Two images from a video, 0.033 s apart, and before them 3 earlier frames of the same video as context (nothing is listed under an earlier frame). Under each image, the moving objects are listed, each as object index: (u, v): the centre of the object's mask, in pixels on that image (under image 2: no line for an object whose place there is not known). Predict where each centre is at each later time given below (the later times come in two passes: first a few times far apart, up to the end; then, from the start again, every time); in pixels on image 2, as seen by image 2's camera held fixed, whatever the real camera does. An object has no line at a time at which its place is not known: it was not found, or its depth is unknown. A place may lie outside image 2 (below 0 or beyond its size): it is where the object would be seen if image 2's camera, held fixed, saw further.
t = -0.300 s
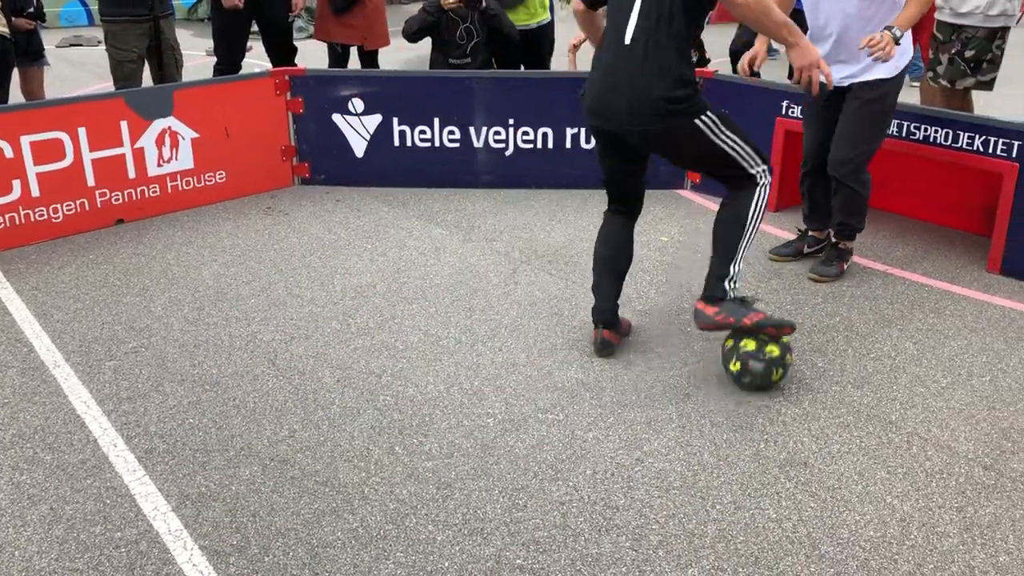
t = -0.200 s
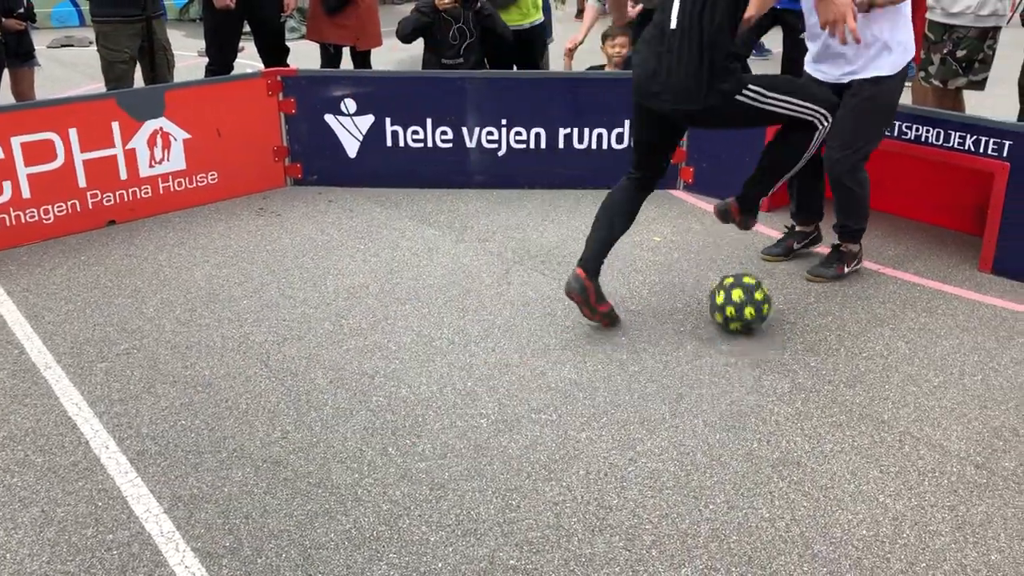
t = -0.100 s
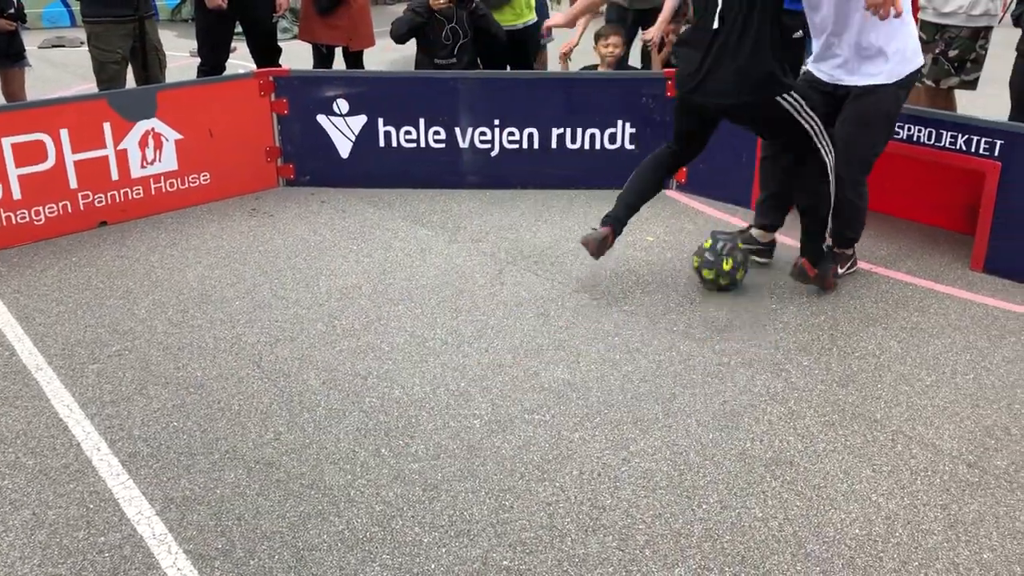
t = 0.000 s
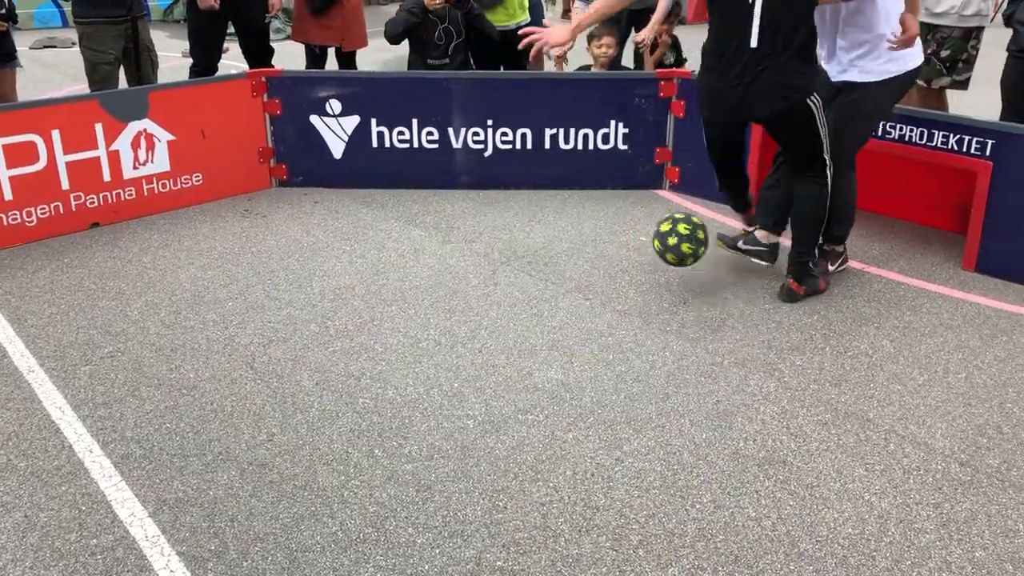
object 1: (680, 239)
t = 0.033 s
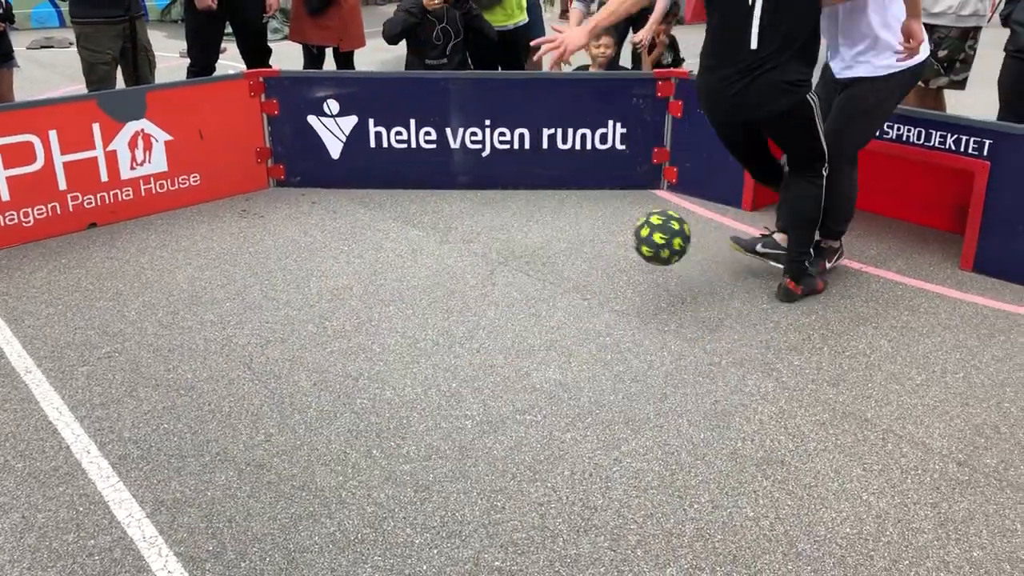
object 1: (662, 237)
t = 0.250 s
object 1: (533, 300)
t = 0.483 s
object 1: (396, 364)
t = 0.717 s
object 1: (253, 429)
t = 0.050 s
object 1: (653, 238)
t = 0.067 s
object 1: (644, 238)
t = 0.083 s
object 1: (636, 240)
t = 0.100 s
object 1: (626, 242)
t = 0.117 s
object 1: (616, 245)
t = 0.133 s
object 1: (607, 250)
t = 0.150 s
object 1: (597, 254)
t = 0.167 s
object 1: (587, 260)
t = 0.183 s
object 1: (577, 266)
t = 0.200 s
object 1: (566, 273)
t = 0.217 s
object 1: (556, 282)
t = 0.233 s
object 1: (545, 291)
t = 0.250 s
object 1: (533, 300)
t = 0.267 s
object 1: (522, 311)
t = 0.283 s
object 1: (510, 324)
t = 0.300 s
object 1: (498, 337)
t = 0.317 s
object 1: (486, 351)
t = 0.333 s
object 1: (478, 349)
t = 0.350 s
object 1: (469, 348)
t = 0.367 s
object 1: (460, 347)
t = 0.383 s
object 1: (452, 347)
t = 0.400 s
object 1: (443, 348)
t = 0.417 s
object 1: (434, 349)
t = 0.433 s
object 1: (424, 352)
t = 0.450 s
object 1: (415, 355)
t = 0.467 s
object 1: (405, 360)
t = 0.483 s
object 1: (396, 364)
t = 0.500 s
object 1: (386, 370)
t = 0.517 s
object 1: (377, 377)
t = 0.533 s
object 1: (366, 386)
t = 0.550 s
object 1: (356, 395)
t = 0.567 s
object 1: (346, 398)
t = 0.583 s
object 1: (336, 399)
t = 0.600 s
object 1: (326, 399)
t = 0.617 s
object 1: (316, 402)
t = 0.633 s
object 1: (305, 405)
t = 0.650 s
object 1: (295, 409)
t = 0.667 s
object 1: (285, 415)
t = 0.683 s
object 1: (274, 420)
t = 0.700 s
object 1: (264, 426)
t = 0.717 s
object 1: (253, 429)
